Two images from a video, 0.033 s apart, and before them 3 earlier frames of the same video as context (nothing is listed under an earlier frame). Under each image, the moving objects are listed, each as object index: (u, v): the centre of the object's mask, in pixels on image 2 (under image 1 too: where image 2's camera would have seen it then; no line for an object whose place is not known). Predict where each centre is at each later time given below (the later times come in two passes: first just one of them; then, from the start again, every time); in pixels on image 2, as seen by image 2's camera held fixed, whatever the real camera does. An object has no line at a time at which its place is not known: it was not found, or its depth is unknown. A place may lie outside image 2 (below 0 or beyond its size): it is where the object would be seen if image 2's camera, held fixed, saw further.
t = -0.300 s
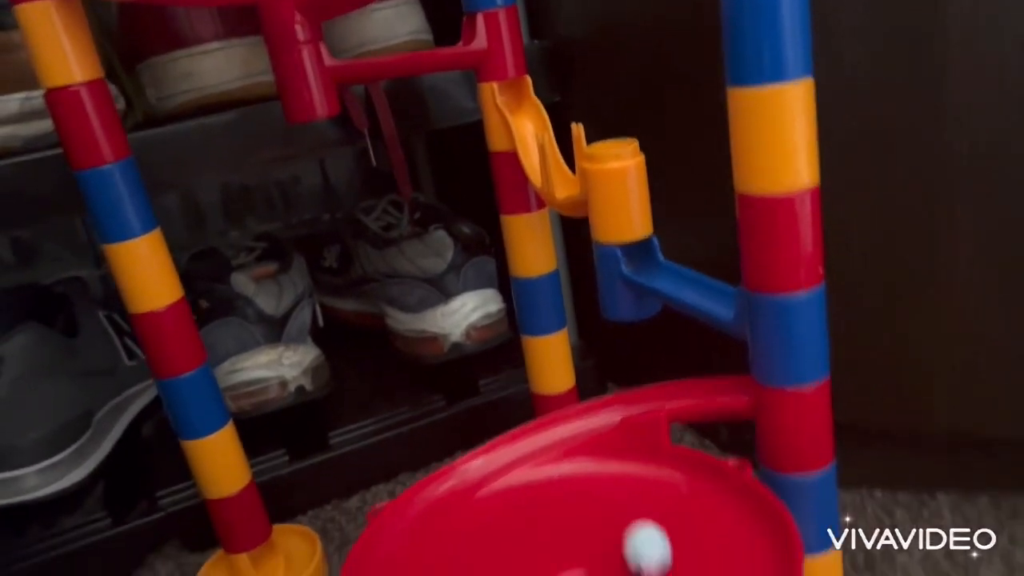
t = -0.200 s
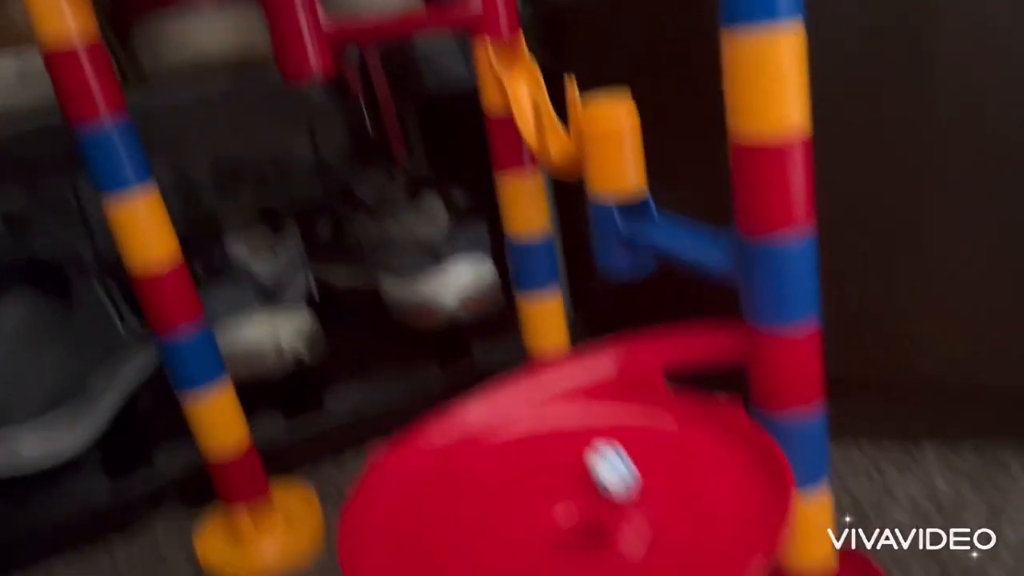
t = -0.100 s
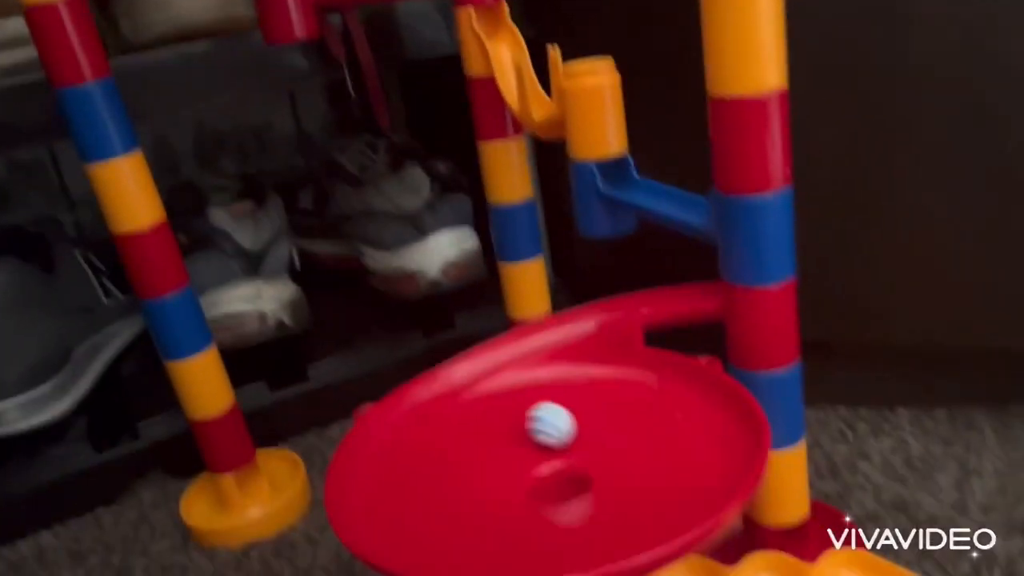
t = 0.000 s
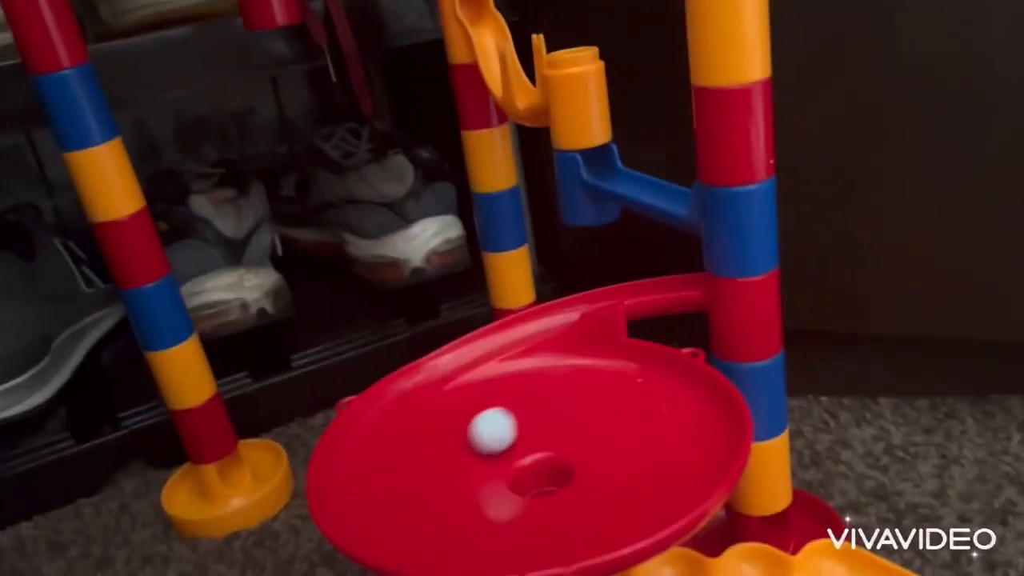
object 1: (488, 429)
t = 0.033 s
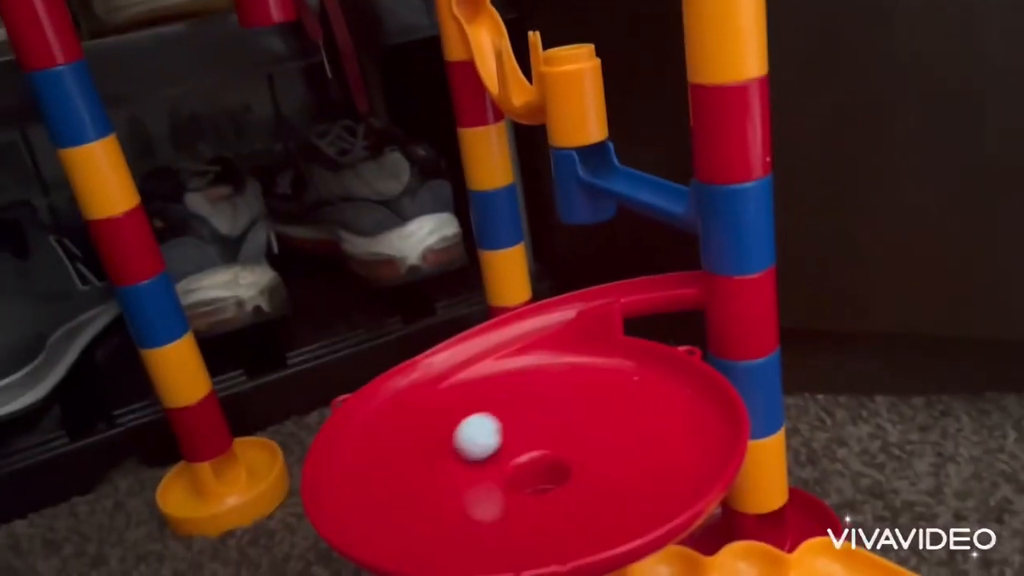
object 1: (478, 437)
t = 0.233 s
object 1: (476, 485)
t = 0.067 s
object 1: (469, 445)
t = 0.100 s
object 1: (464, 454)
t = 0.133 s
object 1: (462, 462)
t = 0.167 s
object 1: (463, 471)
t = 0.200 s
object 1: (468, 479)
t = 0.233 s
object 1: (476, 485)
